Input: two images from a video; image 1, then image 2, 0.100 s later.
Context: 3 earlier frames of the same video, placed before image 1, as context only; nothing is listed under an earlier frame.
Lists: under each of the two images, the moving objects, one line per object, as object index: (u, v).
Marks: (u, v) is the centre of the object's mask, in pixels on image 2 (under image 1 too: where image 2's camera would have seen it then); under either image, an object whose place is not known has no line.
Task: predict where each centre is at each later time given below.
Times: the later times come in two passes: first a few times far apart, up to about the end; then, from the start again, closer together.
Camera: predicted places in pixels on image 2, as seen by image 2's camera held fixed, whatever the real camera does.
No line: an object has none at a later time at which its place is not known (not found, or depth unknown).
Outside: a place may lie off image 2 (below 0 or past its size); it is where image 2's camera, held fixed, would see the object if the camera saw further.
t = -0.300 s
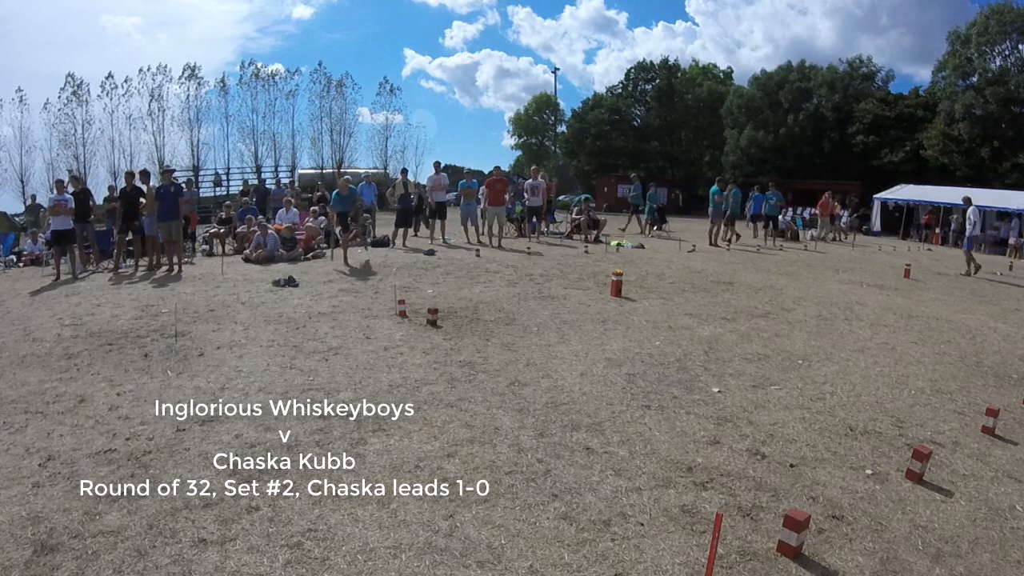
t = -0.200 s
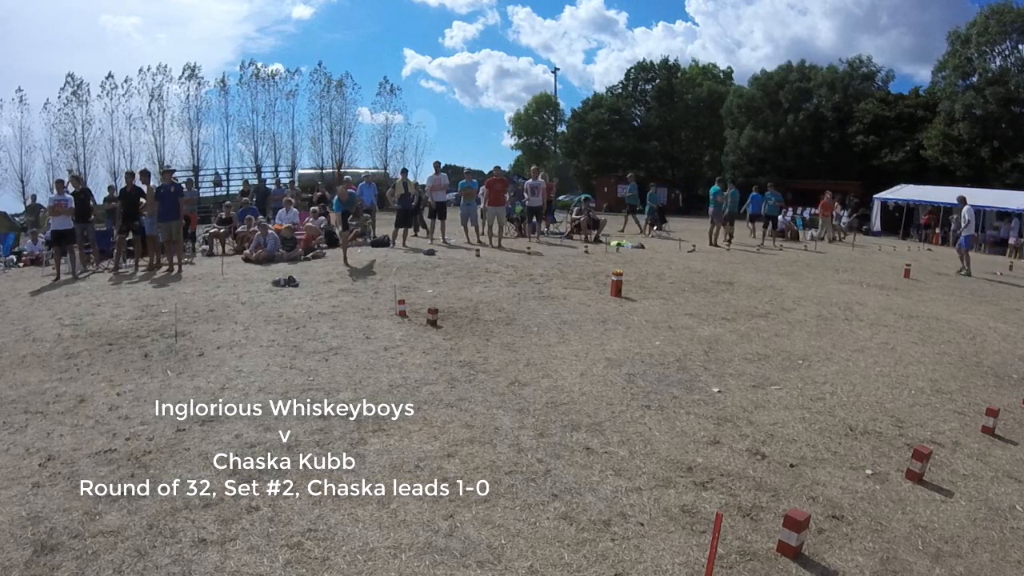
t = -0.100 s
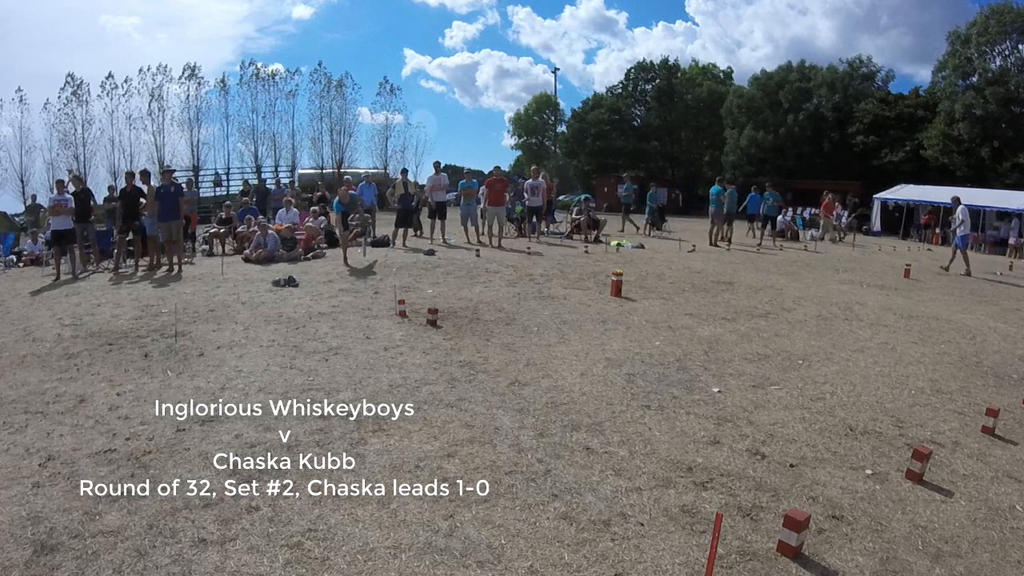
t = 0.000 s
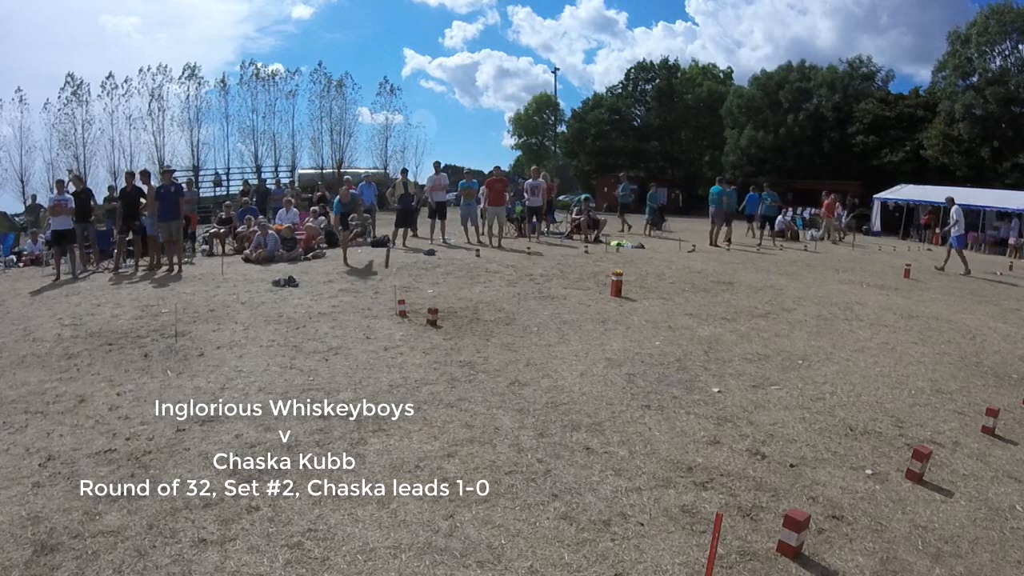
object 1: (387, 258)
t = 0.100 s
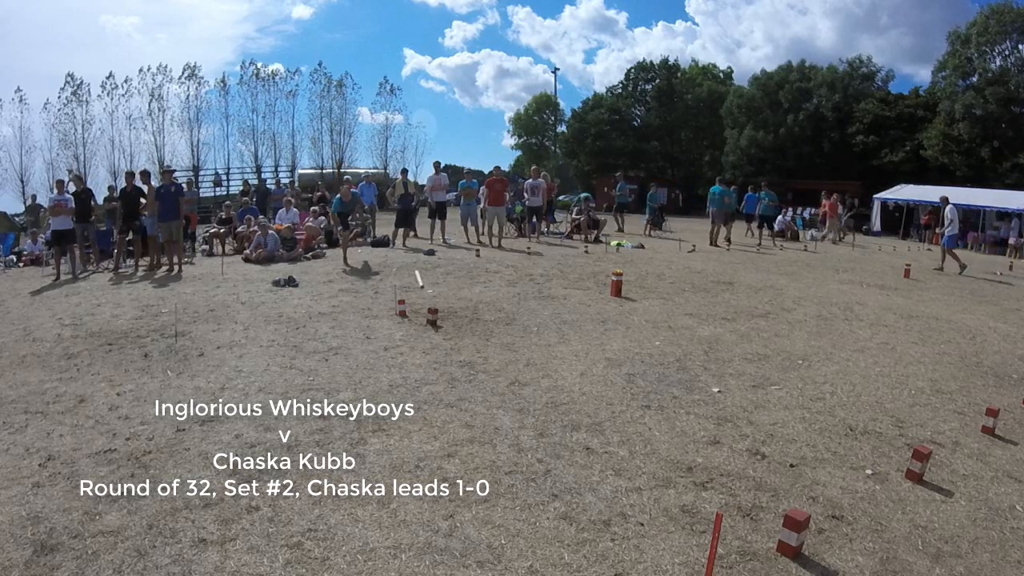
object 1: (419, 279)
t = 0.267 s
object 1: (496, 338)
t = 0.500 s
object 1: (663, 396)
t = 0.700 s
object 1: (941, 516)
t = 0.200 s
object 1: (465, 328)
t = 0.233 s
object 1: (481, 333)
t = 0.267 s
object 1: (496, 338)
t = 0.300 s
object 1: (514, 344)
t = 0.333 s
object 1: (532, 354)
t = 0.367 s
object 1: (555, 365)
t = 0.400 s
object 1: (578, 383)
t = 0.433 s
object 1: (604, 388)
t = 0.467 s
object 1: (633, 392)
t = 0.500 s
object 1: (663, 396)
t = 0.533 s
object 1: (701, 405)
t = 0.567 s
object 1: (739, 419)
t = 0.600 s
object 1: (784, 432)
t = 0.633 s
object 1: (832, 457)
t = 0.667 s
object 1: (884, 480)
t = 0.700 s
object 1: (941, 516)
